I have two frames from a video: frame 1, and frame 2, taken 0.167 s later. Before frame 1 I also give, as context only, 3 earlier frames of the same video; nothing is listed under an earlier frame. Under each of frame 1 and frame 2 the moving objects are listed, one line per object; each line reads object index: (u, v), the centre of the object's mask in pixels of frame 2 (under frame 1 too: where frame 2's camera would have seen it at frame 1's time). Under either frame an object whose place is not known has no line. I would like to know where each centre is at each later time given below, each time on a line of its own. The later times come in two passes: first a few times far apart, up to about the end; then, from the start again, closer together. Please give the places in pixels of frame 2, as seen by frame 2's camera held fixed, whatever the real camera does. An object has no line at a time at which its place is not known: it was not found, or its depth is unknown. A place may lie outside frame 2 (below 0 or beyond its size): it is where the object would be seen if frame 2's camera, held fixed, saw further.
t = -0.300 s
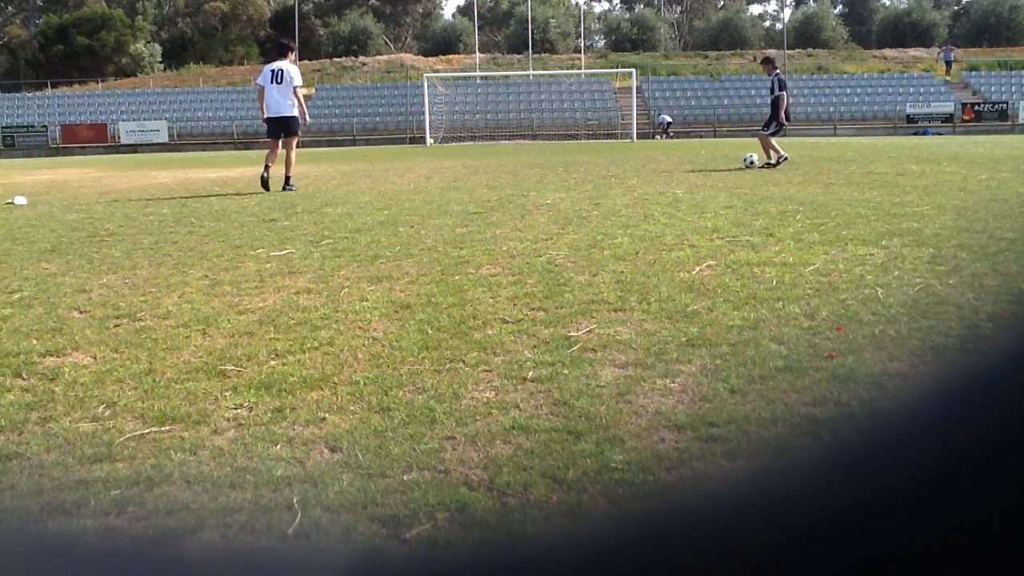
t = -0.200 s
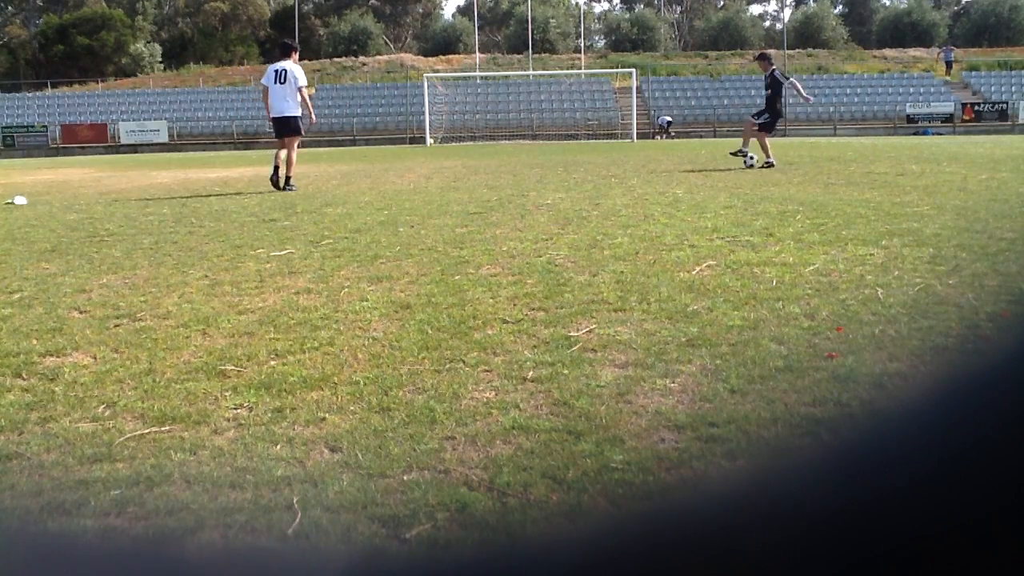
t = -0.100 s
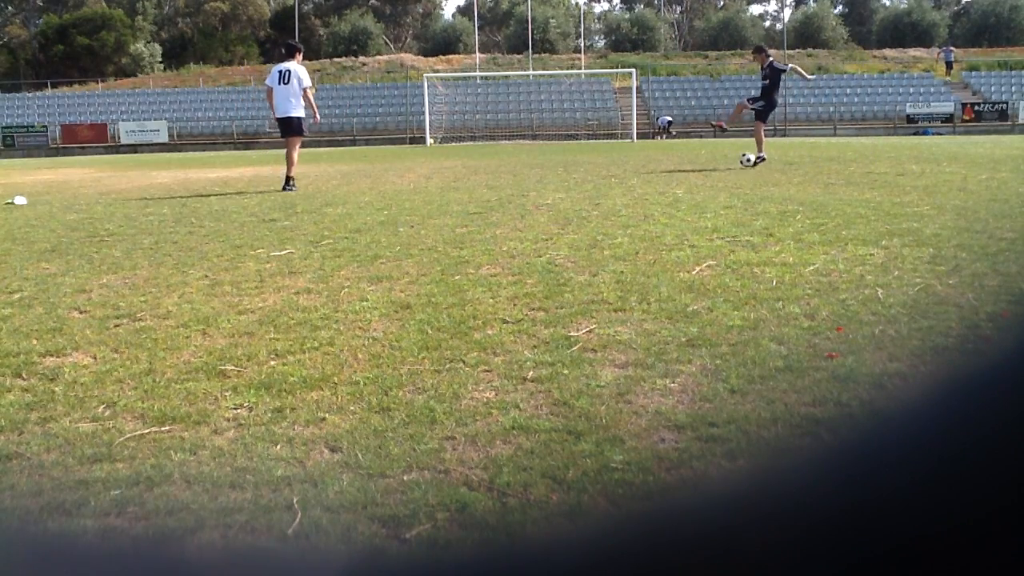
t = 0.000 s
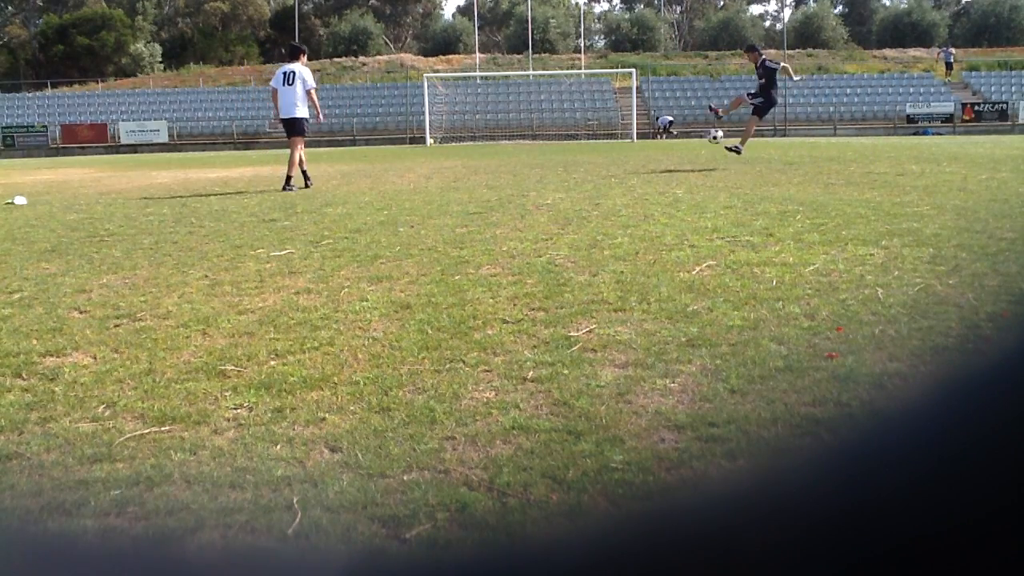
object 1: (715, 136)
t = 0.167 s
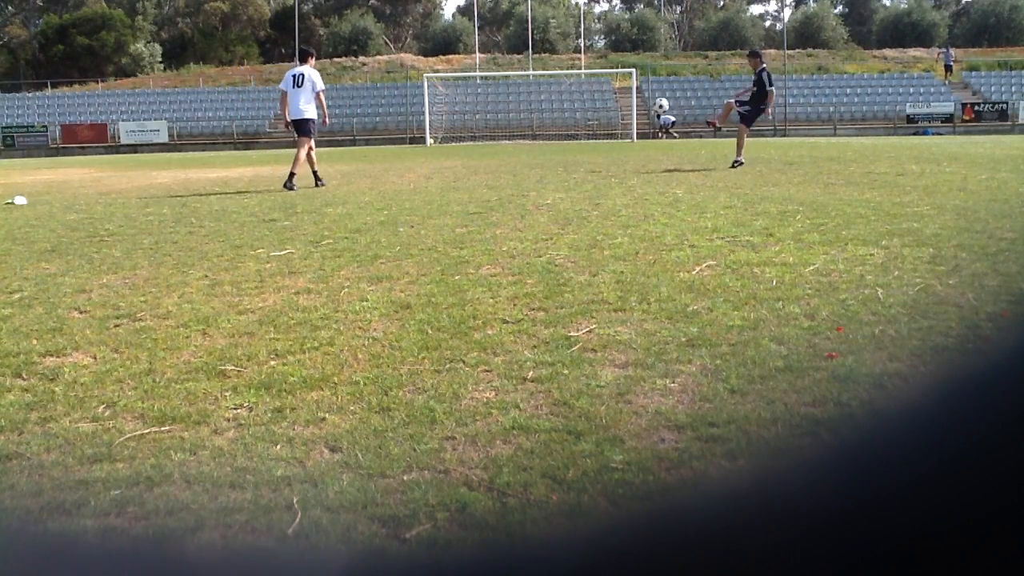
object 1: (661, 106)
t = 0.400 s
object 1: (585, 94)
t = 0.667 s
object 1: (502, 128)
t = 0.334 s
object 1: (607, 93)
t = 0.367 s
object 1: (596, 93)
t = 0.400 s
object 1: (585, 94)
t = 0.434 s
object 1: (575, 95)
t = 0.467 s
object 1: (565, 97)
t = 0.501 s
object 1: (555, 100)
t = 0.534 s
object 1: (544, 104)
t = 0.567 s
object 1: (533, 109)
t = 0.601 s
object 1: (522, 115)
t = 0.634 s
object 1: (512, 121)
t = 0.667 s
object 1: (502, 128)
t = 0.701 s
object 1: (492, 136)
